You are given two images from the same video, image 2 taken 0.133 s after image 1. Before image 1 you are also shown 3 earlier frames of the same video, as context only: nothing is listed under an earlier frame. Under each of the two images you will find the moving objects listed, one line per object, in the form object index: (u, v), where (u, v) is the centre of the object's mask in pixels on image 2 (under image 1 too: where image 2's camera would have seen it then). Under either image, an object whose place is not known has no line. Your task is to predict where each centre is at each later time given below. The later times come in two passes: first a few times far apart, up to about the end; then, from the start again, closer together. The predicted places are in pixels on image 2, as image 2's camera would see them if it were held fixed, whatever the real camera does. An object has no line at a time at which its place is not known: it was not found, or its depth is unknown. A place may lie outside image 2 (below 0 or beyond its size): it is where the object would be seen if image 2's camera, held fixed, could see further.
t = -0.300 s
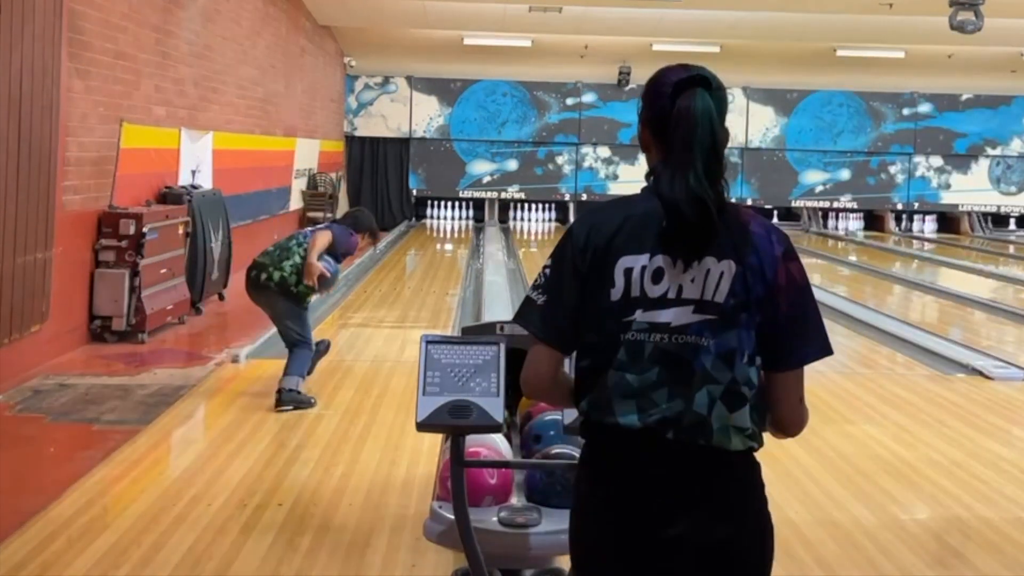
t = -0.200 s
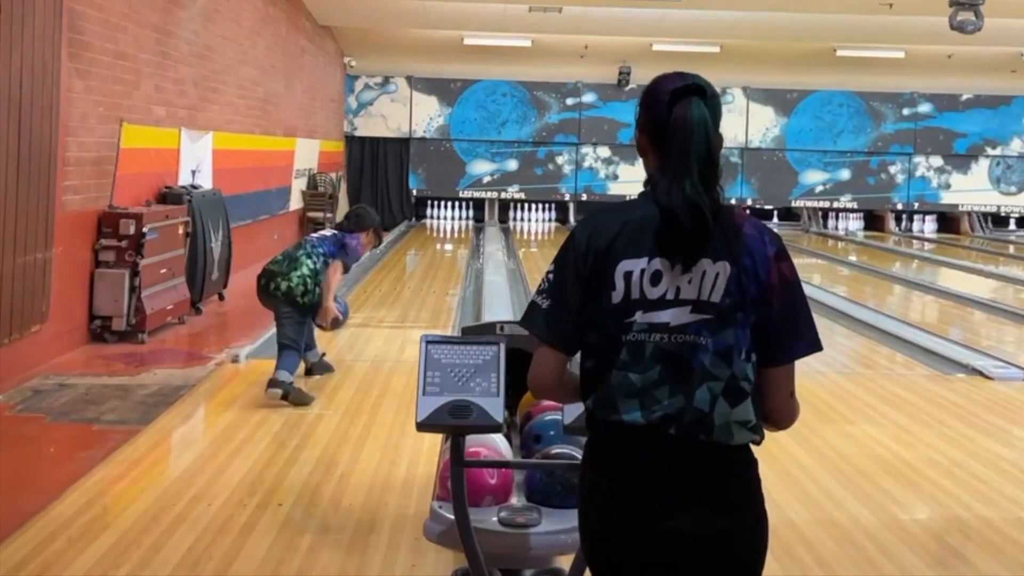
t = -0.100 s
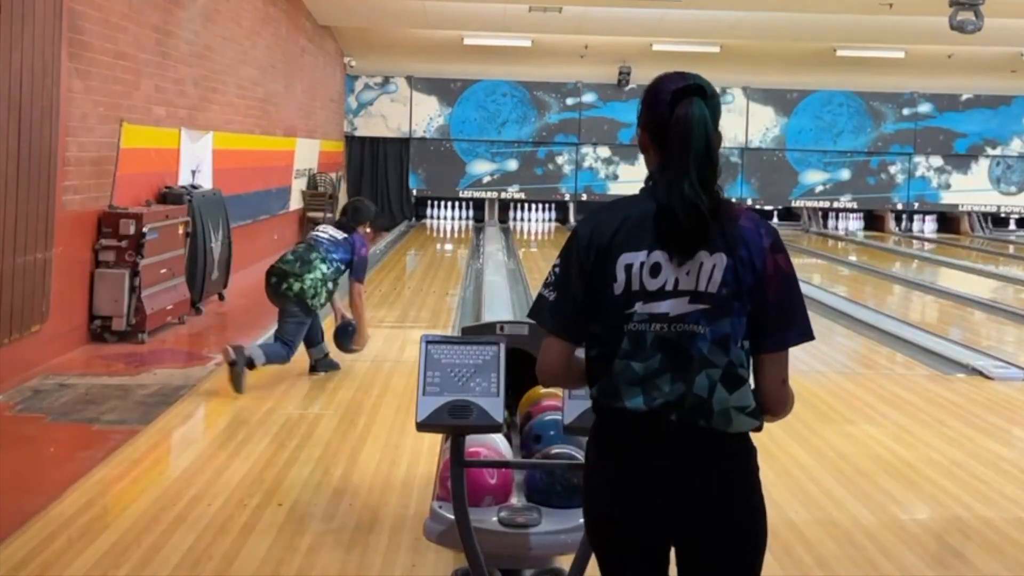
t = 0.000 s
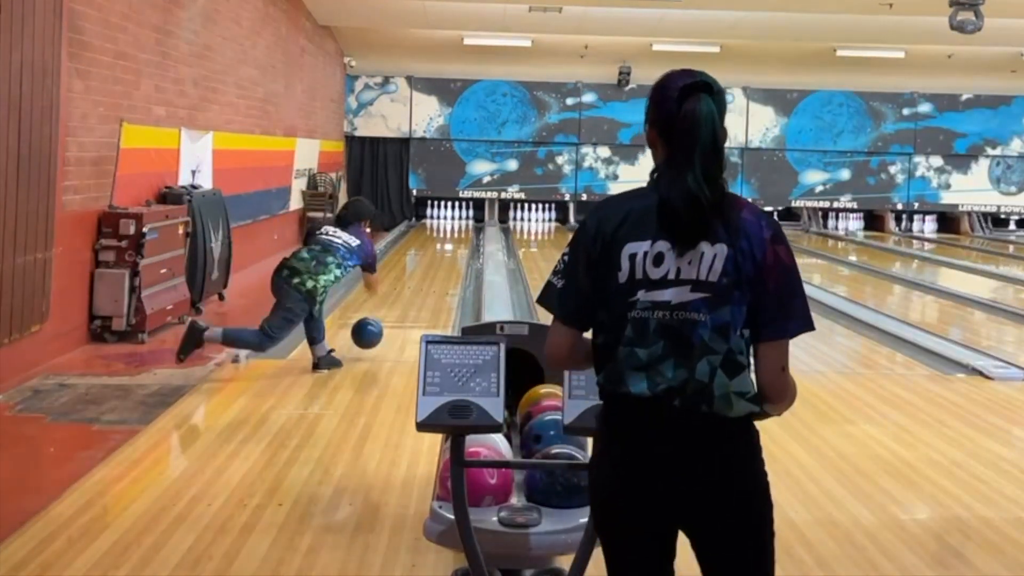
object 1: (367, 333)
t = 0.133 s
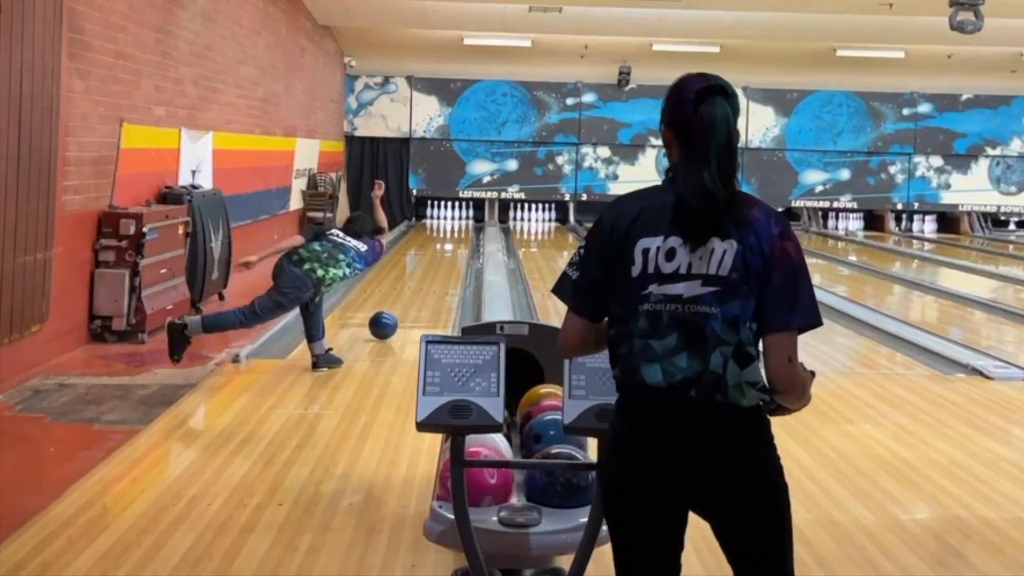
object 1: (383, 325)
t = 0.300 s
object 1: (399, 309)
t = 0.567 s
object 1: (419, 287)
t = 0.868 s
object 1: (434, 270)
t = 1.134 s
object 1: (443, 257)
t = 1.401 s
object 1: (451, 247)
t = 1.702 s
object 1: (457, 238)
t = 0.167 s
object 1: (387, 322)
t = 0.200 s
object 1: (390, 319)
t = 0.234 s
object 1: (393, 315)
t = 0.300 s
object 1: (399, 309)
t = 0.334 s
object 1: (402, 306)
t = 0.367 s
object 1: (405, 304)
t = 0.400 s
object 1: (408, 300)
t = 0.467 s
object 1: (412, 295)
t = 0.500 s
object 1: (415, 292)
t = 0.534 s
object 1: (417, 290)
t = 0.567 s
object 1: (419, 287)
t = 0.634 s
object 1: (423, 283)
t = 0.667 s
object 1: (424, 281)
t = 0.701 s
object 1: (426, 279)
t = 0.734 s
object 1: (428, 277)
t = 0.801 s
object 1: (431, 273)
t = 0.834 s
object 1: (432, 271)
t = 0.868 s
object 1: (434, 270)
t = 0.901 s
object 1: (435, 268)
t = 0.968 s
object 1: (438, 265)
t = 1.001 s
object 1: (439, 263)
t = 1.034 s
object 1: (440, 262)
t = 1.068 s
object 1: (441, 260)
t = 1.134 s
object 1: (443, 257)
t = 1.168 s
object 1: (445, 256)
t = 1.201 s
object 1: (446, 254)
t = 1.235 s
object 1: (447, 253)
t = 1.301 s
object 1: (448, 251)
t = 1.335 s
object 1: (449, 250)
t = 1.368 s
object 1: (450, 249)
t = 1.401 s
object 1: (451, 247)
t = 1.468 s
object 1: (453, 245)
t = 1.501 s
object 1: (453, 244)
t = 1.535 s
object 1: (454, 243)
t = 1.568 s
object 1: (455, 242)
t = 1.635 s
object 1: (456, 240)
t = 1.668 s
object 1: (456, 239)
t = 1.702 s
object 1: (457, 238)
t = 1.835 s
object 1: (458, 235)
